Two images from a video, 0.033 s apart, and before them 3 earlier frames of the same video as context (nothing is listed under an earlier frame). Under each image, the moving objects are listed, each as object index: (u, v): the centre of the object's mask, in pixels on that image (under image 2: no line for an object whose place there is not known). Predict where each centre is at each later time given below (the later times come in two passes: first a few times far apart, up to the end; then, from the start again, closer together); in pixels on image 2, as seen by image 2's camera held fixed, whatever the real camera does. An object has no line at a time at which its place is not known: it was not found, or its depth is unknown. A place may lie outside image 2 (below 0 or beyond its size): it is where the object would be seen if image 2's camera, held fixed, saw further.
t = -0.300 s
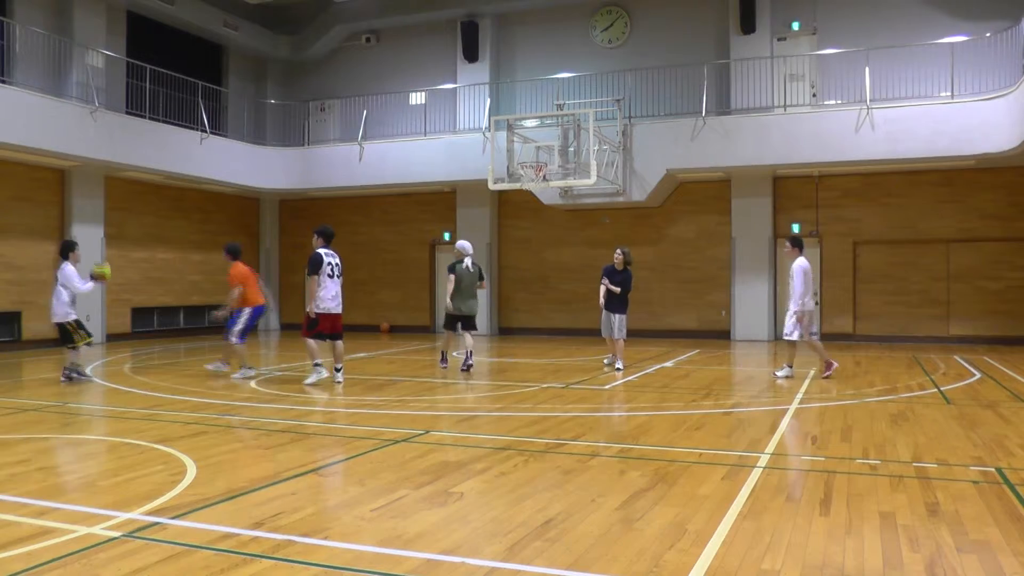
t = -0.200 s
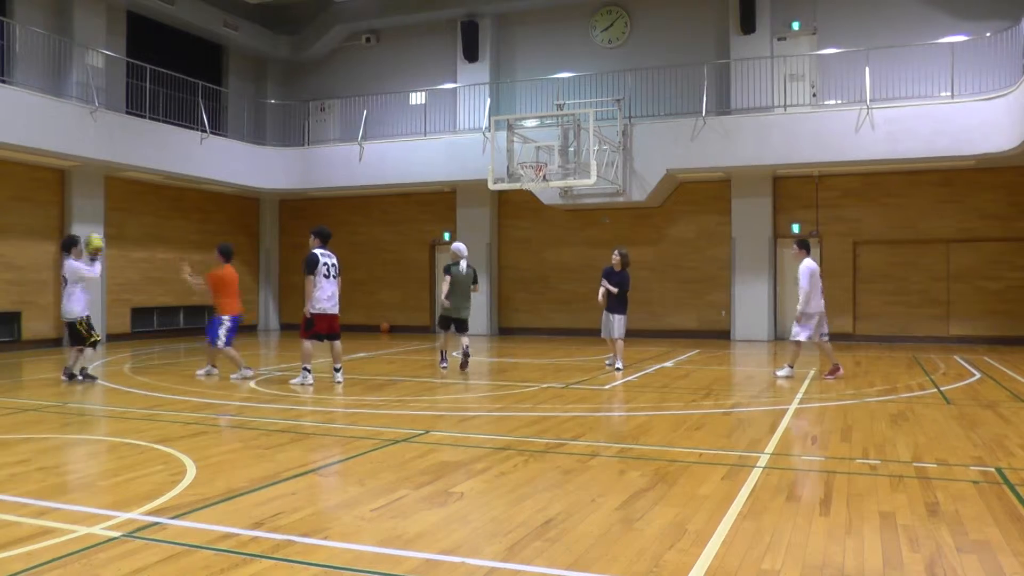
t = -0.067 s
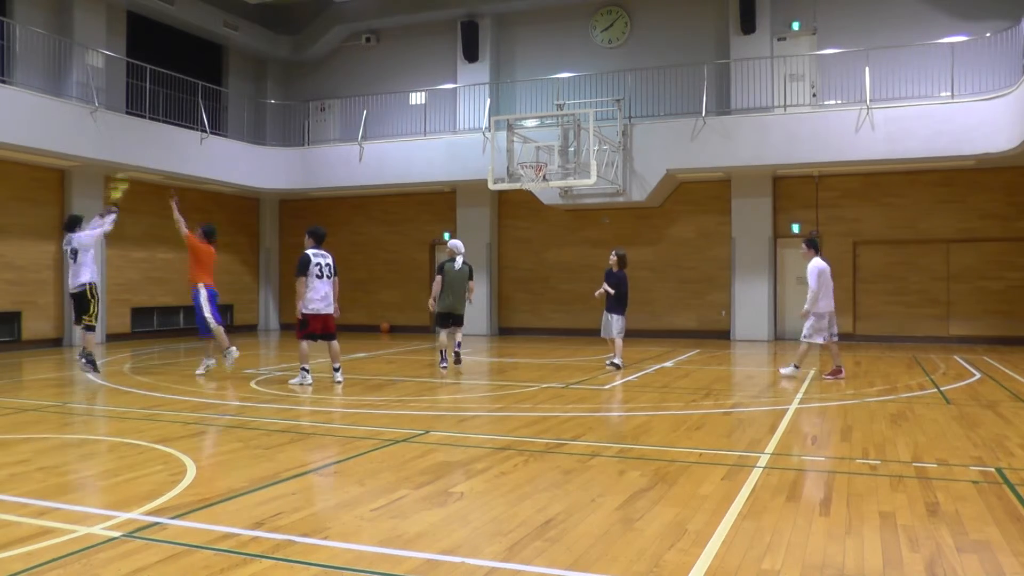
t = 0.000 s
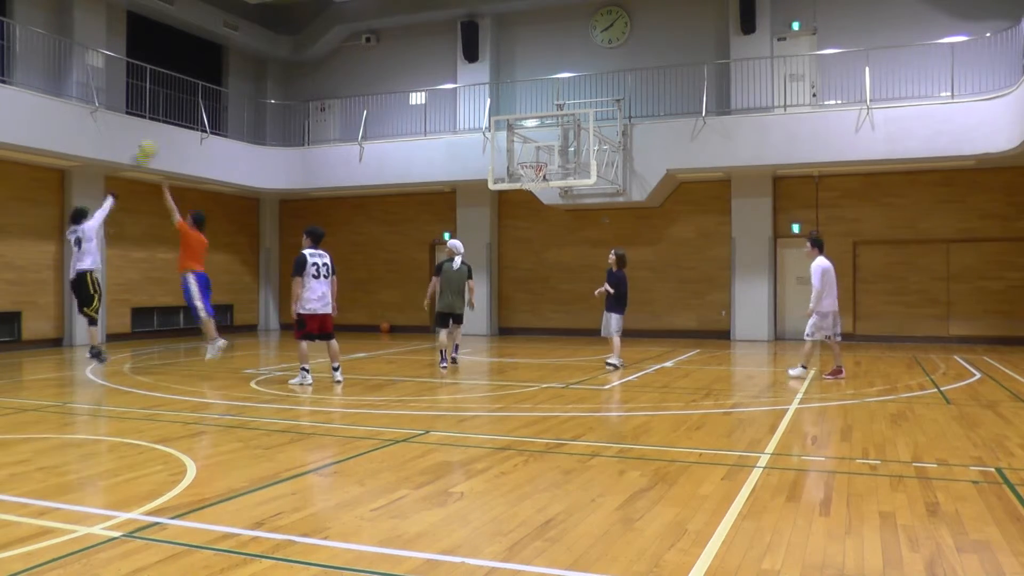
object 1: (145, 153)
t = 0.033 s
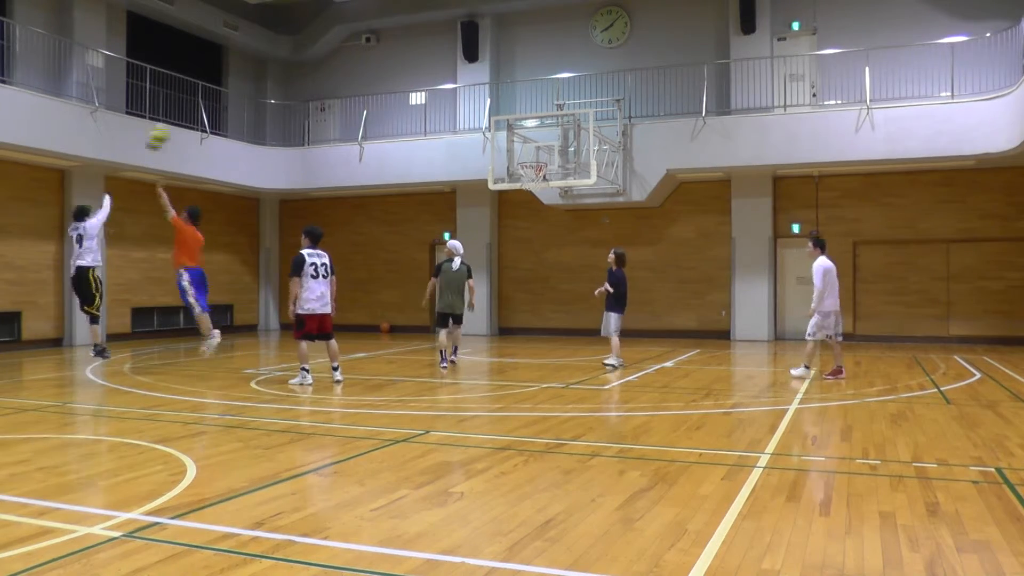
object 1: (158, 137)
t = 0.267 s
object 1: (249, 54)
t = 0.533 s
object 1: (340, 18)
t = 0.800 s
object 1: (420, 32)
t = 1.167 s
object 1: (511, 116)
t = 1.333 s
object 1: (540, 146)
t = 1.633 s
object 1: (550, 70)
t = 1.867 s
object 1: (558, 46)
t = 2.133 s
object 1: (568, 58)
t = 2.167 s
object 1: (570, 62)
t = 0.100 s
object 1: (185, 107)
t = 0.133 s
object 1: (199, 95)
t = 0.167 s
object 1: (212, 83)
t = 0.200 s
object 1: (224, 72)
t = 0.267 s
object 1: (249, 54)
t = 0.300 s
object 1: (261, 47)
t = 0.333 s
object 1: (273, 40)
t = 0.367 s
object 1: (285, 34)
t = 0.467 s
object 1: (318, 23)
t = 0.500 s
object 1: (329, 21)
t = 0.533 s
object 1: (340, 18)
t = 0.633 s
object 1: (371, 18)
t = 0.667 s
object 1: (382, 20)
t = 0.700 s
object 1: (392, 23)
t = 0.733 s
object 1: (402, 26)
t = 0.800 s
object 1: (420, 32)
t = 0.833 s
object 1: (428, 36)
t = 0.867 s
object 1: (436, 41)
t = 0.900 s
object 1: (445, 47)
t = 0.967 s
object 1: (464, 61)
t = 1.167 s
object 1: (511, 116)
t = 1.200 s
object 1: (519, 128)
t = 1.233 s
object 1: (526, 138)
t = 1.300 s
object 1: (539, 158)
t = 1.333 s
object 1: (540, 146)
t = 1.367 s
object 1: (541, 136)
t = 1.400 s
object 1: (542, 125)
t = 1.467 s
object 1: (545, 107)
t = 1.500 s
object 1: (546, 98)
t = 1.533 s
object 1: (547, 90)
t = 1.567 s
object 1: (548, 83)
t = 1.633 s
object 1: (550, 70)
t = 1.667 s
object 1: (551, 65)
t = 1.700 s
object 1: (552, 60)
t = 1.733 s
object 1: (554, 57)
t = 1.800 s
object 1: (556, 50)
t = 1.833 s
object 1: (556, 47)
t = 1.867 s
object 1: (558, 46)
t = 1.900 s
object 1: (560, 45)
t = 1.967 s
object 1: (562, 45)
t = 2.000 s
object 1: (563, 46)
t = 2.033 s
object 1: (564, 49)
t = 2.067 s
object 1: (565, 51)
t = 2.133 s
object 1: (568, 58)
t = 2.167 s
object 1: (570, 62)
